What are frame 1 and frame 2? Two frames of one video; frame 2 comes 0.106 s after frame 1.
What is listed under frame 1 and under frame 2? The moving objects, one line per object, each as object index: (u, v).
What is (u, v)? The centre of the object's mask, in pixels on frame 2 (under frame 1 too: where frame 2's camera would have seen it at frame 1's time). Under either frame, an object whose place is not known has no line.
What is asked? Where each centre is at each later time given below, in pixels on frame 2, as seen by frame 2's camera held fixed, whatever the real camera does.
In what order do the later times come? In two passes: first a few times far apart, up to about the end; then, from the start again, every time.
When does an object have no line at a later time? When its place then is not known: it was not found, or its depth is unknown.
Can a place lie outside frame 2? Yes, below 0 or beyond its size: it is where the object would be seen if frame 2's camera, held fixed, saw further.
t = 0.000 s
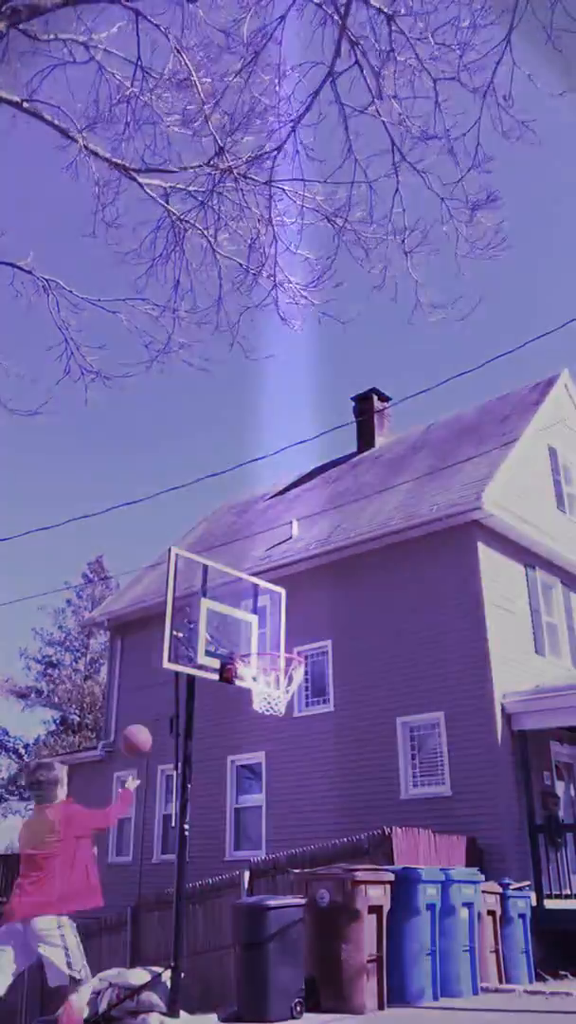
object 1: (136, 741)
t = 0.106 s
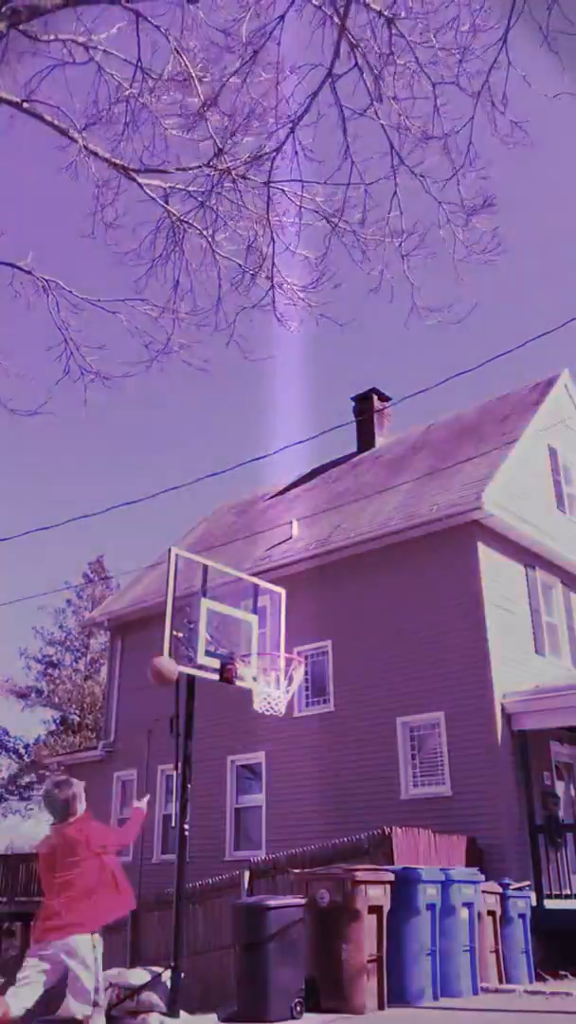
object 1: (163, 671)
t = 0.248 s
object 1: (195, 610)
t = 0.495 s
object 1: (242, 579)
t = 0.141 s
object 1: (172, 653)
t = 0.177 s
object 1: (180, 637)
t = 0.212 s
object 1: (190, 621)
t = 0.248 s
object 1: (195, 610)
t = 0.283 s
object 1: (202, 601)
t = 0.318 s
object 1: (209, 594)
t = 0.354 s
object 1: (216, 588)
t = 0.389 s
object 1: (221, 586)
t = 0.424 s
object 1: (228, 583)
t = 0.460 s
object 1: (233, 580)
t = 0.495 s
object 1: (242, 579)
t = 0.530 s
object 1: (248, 581)
